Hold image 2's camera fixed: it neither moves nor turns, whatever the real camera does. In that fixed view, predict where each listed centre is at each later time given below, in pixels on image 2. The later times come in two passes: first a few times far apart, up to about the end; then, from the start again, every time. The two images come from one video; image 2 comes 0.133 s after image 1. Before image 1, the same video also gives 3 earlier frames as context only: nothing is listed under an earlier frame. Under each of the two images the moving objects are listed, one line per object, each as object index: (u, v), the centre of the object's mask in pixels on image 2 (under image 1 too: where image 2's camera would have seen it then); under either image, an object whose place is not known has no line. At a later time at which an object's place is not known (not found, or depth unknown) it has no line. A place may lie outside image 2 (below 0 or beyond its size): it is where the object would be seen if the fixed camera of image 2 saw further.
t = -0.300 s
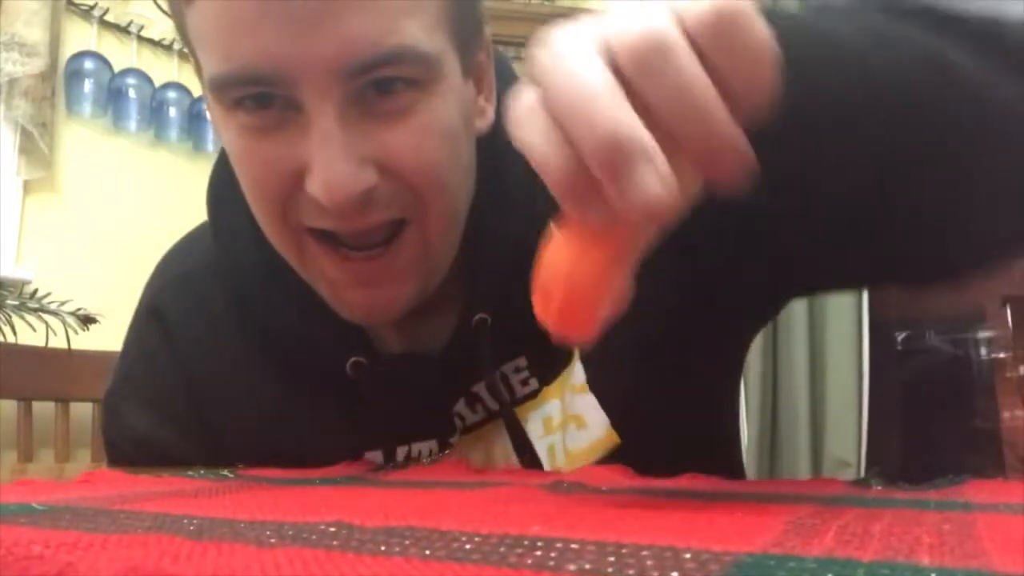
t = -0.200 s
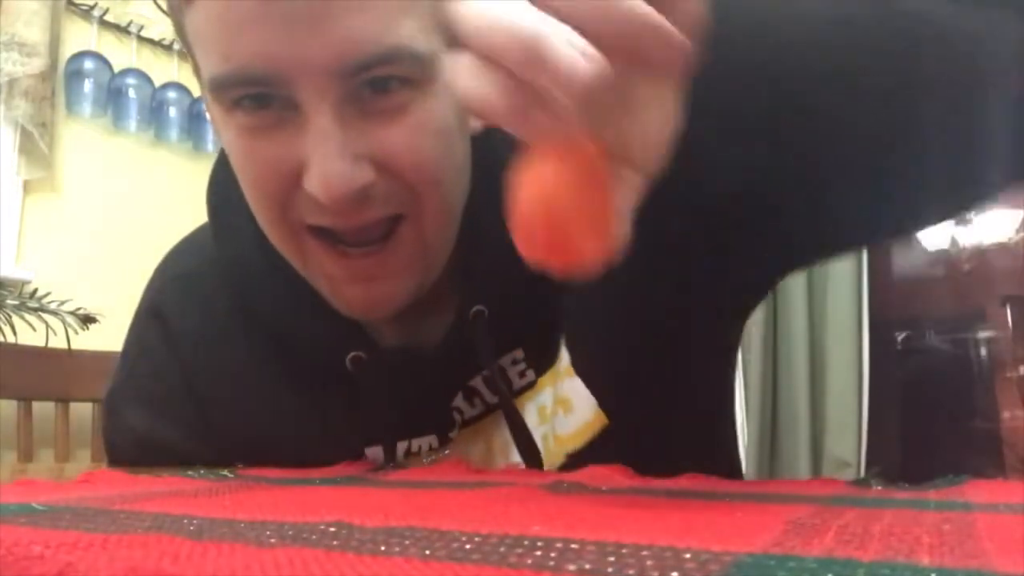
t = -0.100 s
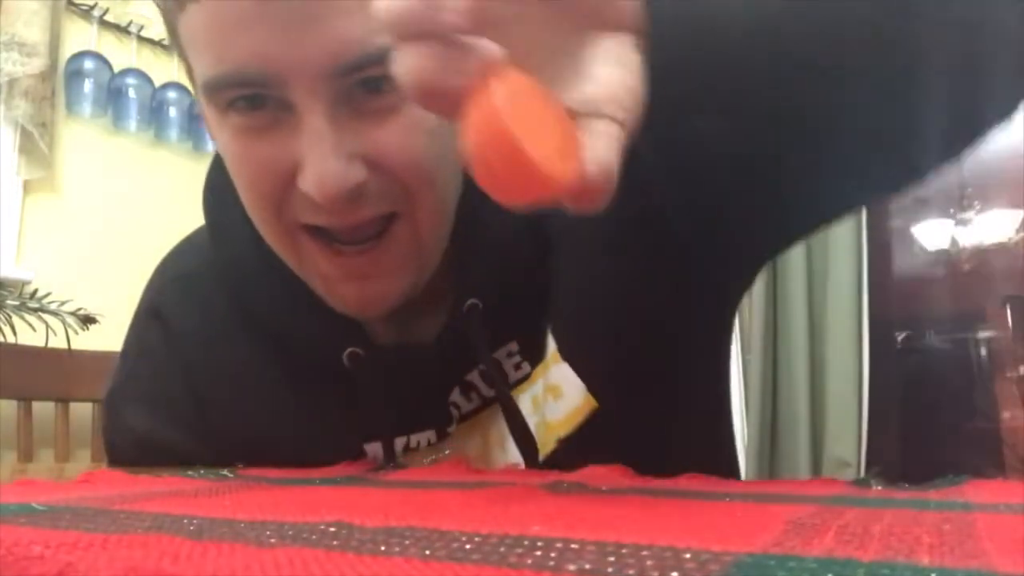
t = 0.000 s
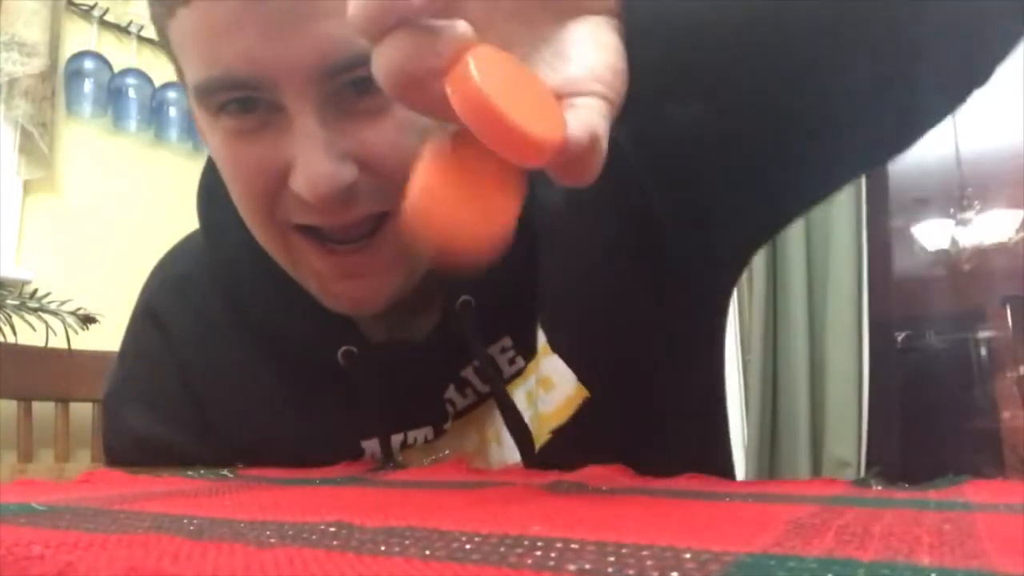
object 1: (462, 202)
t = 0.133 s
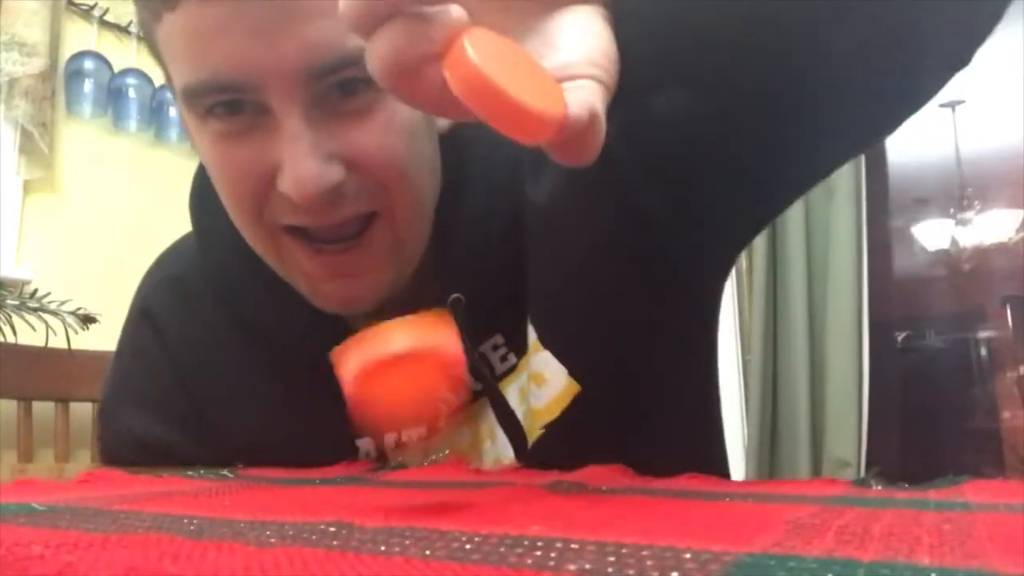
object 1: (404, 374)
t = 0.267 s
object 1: (334, 462)
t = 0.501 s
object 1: (177, 475)
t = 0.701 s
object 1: (147, 523)
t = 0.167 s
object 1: (383, 335)
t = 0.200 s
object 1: (372, 350)
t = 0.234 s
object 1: (354, 386)
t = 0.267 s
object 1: (334, 462)
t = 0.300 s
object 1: (311, 455)
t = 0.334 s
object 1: (273, 454)
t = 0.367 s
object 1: (254, 455)
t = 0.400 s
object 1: (235, 457)
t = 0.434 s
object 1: (216, 459)
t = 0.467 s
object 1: (198, 462)
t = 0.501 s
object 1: (177, 475)
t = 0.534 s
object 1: (151, 522)
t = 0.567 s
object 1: (147, 522)
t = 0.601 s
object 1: (147, 523)
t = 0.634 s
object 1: (147, 523)
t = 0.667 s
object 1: (147, 523)
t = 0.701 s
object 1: (147, 523)
